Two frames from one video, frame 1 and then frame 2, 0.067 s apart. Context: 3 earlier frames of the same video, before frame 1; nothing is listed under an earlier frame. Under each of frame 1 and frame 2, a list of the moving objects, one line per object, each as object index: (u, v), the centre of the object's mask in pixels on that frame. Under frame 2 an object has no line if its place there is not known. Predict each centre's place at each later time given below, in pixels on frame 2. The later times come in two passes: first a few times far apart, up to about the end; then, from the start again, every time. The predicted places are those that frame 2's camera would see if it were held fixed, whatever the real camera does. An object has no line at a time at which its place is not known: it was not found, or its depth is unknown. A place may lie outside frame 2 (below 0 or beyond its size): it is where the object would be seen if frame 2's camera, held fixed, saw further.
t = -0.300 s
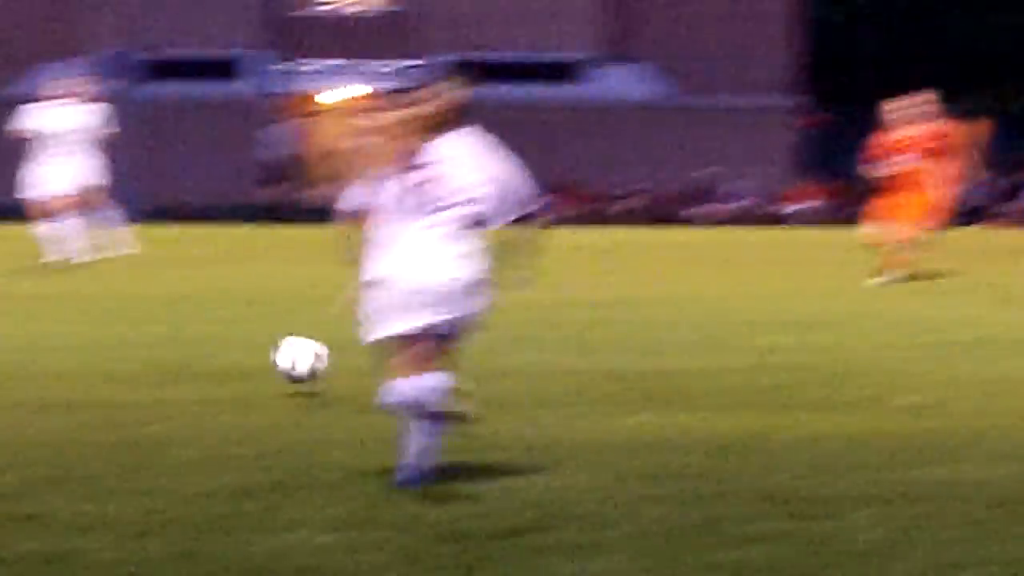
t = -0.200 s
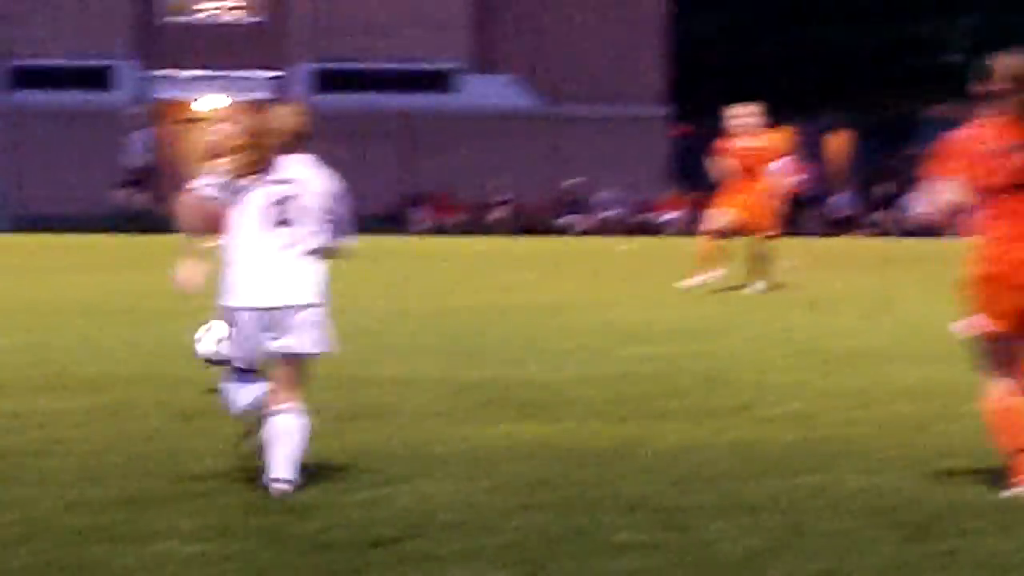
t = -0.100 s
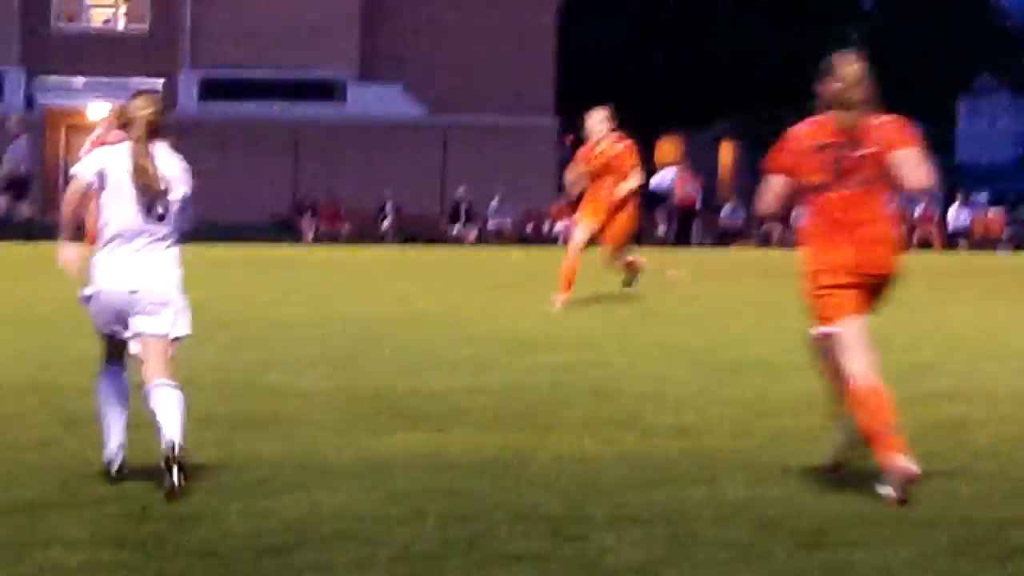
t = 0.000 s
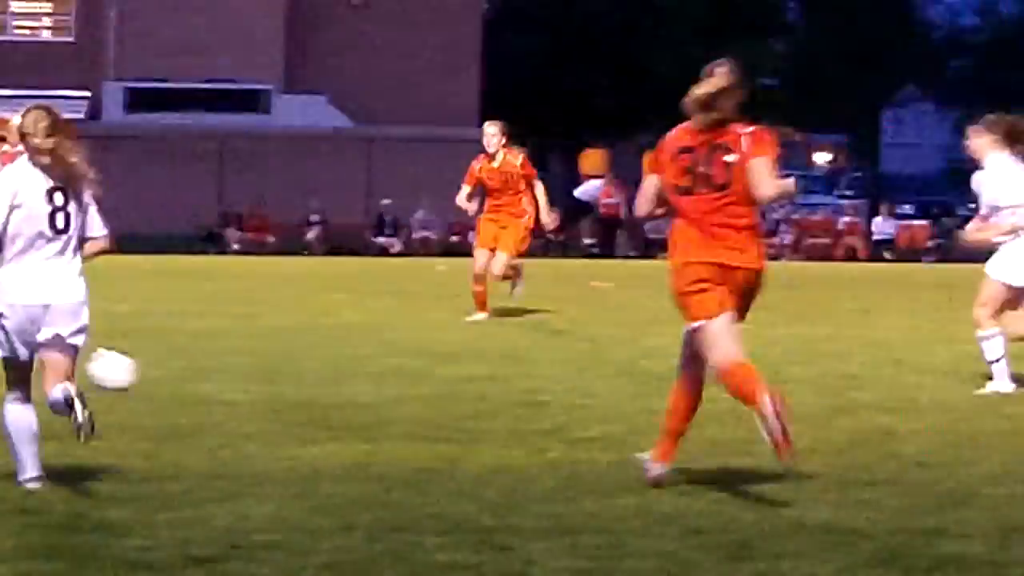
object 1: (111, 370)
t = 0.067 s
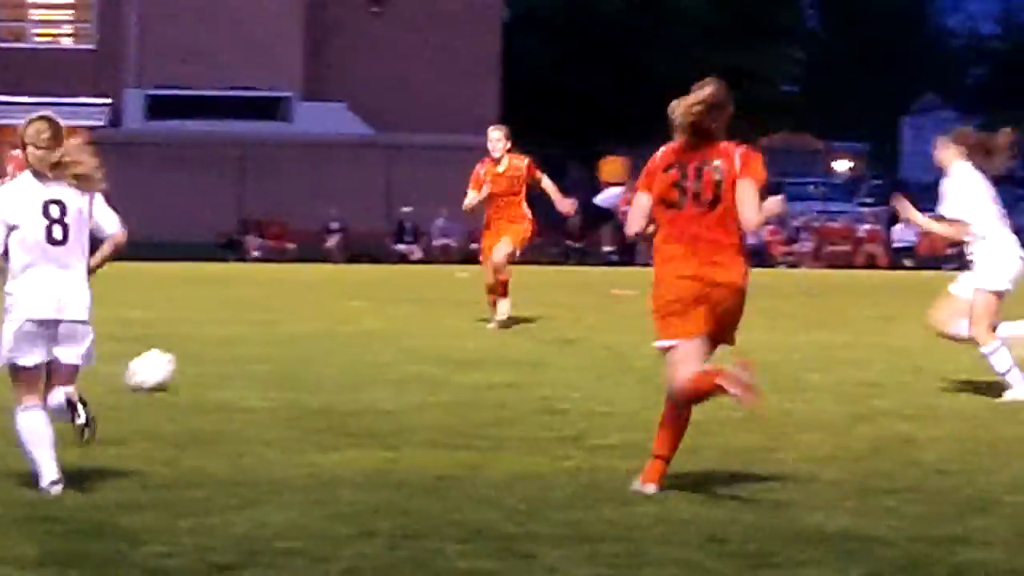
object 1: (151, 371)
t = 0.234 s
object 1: (188, 358)
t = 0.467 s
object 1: (226, 349)
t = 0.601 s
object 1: (245, 342)
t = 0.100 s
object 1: (159, 364)
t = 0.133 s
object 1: (168, 360)
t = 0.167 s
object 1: (174, 358)
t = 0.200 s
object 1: (182, 357)
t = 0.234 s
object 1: (188, 358)
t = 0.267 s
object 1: (194, 359)
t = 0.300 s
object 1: (199, 359)
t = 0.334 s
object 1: (206, 354)
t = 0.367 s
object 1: (211, 351)
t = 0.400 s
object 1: (216, 350)
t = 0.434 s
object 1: (221, 350)
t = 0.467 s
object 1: (226, 349)
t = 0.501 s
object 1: (231, 350)
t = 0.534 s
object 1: (235, 346)
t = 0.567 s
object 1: (241, 343)
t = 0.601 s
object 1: (245, 342)
